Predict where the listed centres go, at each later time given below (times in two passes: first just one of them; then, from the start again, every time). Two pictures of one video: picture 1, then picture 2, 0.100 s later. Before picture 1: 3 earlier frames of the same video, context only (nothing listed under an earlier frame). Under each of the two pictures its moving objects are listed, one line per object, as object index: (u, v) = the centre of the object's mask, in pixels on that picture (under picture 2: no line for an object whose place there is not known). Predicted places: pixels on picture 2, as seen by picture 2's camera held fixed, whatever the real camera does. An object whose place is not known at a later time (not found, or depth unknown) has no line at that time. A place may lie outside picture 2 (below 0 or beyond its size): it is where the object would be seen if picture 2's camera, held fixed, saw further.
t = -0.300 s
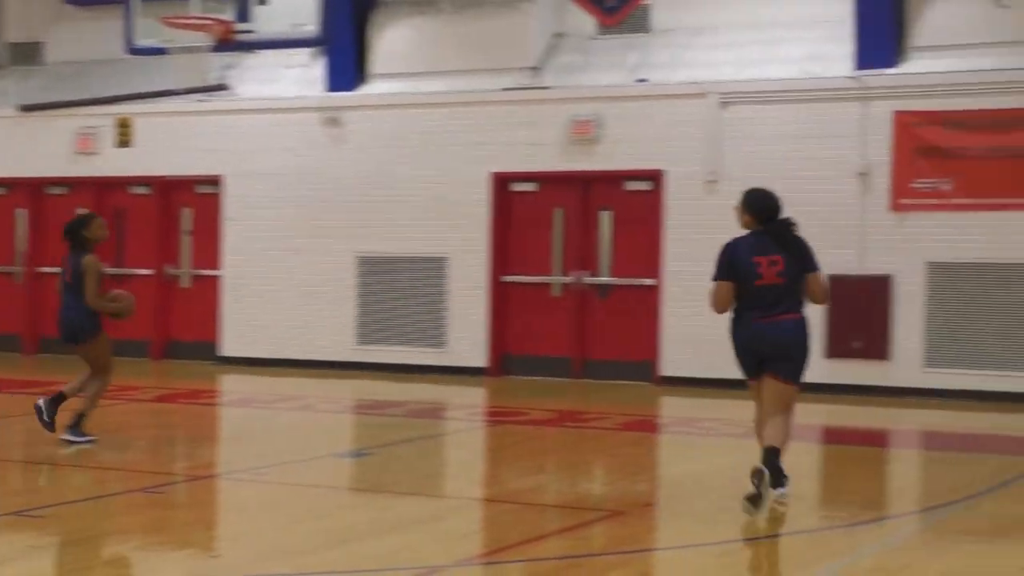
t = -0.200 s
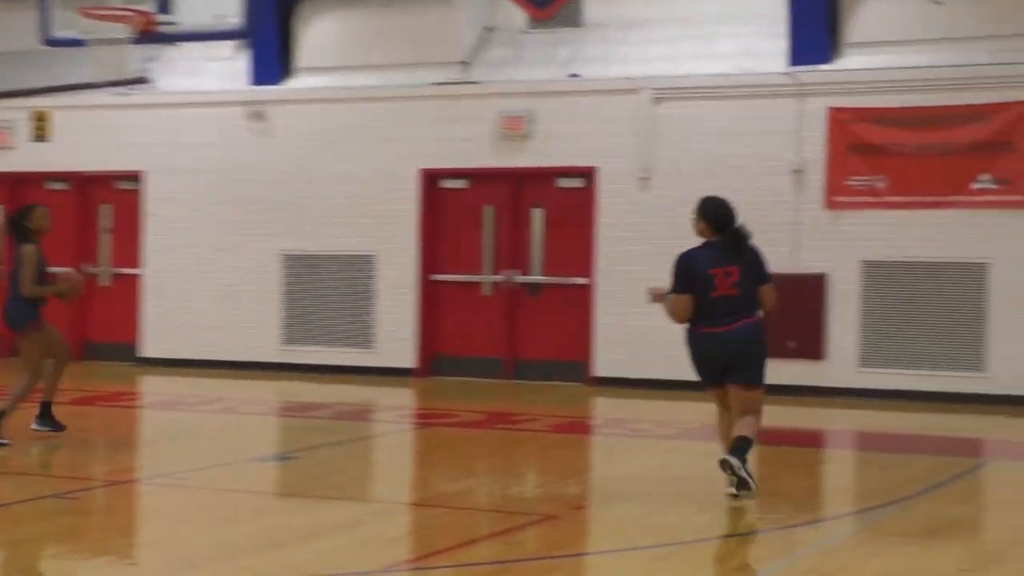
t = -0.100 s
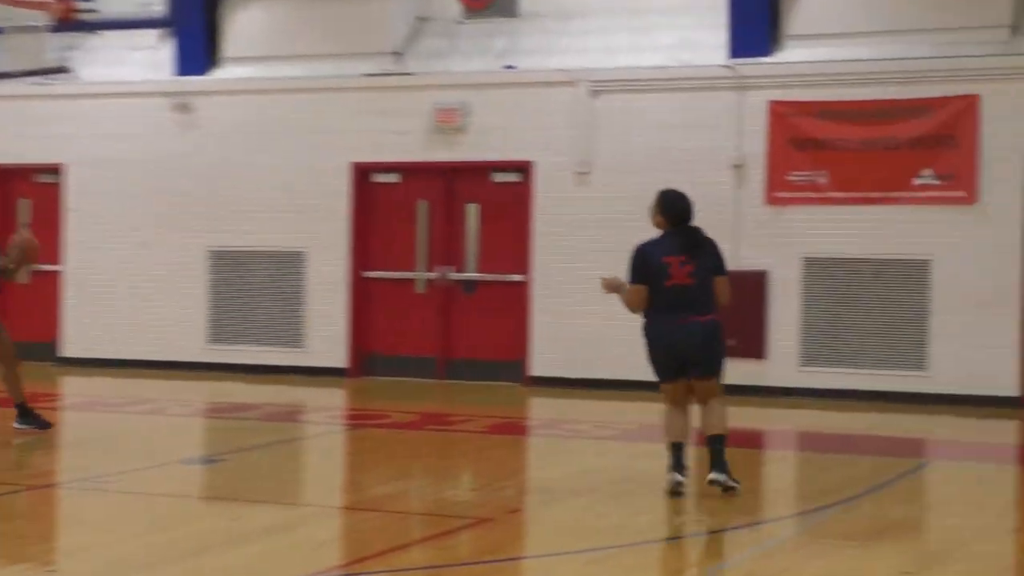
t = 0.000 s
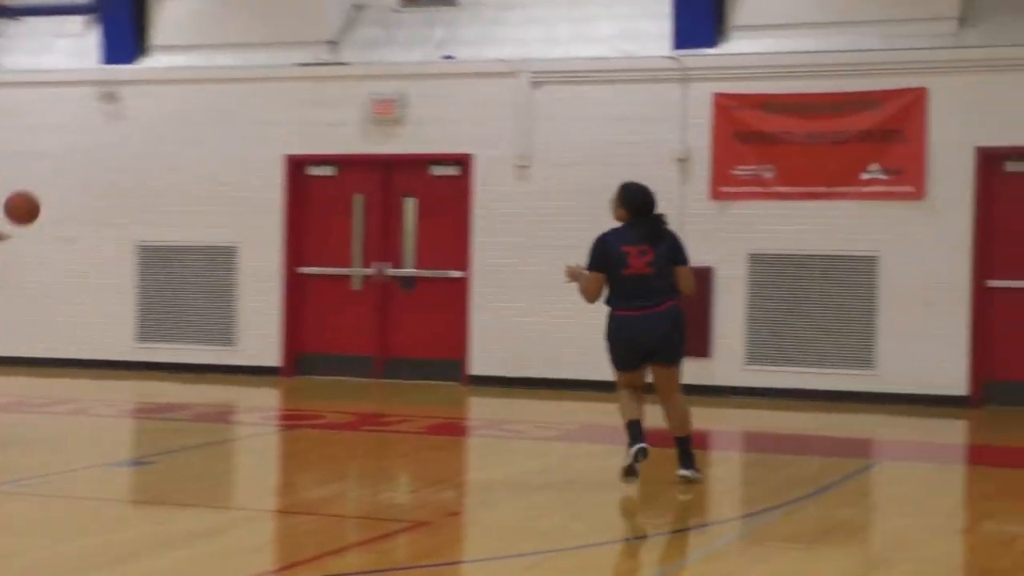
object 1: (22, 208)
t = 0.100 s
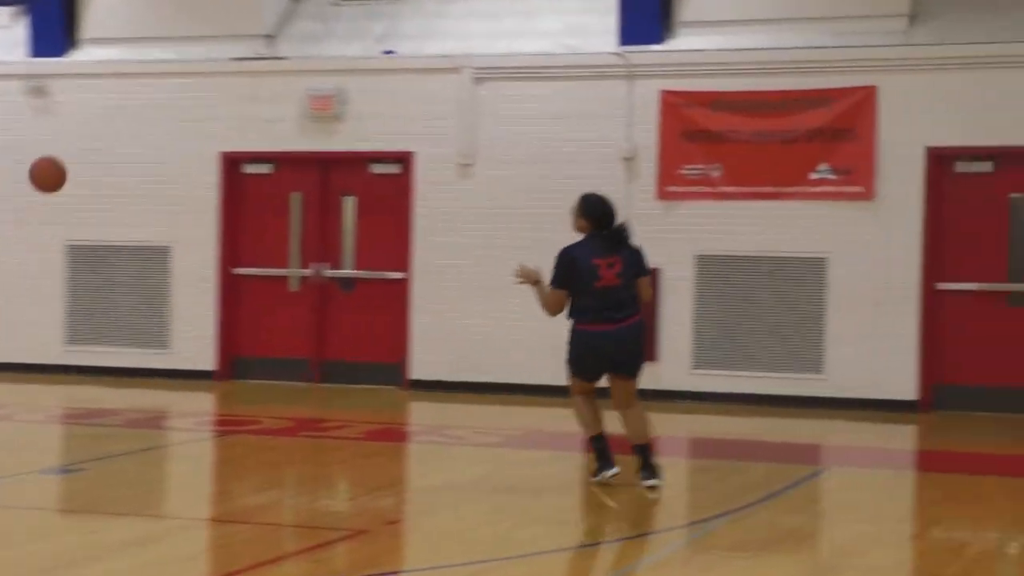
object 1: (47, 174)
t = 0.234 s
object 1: (187, 156)
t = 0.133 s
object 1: (82, 167)
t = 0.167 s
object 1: (116, 162)
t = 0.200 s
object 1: (151, 158)
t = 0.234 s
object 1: (187, 156)
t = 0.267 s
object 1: (222, 155)
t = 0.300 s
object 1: (257, 156)
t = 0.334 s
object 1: (293, 159)
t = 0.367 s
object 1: (328, 165)
